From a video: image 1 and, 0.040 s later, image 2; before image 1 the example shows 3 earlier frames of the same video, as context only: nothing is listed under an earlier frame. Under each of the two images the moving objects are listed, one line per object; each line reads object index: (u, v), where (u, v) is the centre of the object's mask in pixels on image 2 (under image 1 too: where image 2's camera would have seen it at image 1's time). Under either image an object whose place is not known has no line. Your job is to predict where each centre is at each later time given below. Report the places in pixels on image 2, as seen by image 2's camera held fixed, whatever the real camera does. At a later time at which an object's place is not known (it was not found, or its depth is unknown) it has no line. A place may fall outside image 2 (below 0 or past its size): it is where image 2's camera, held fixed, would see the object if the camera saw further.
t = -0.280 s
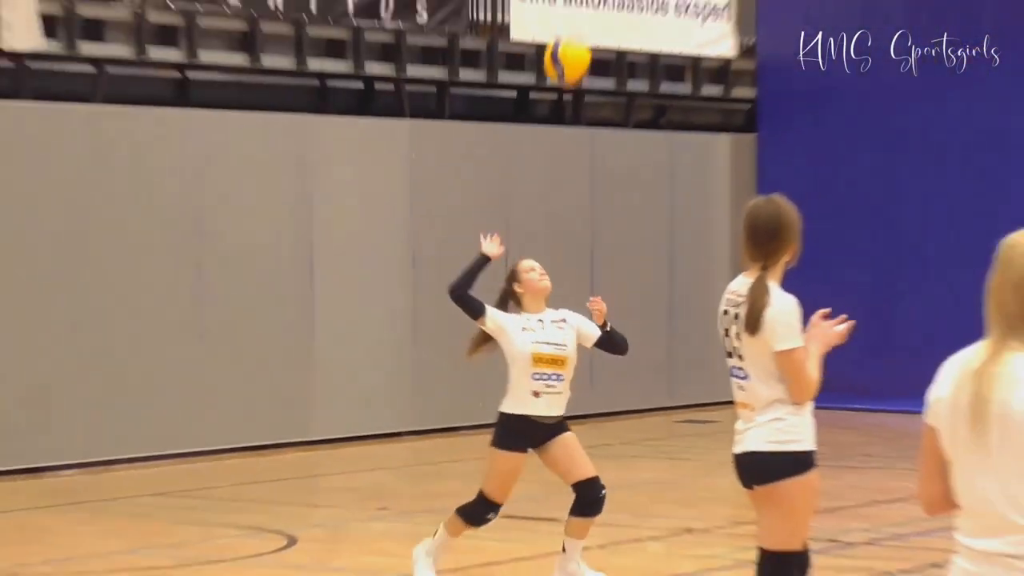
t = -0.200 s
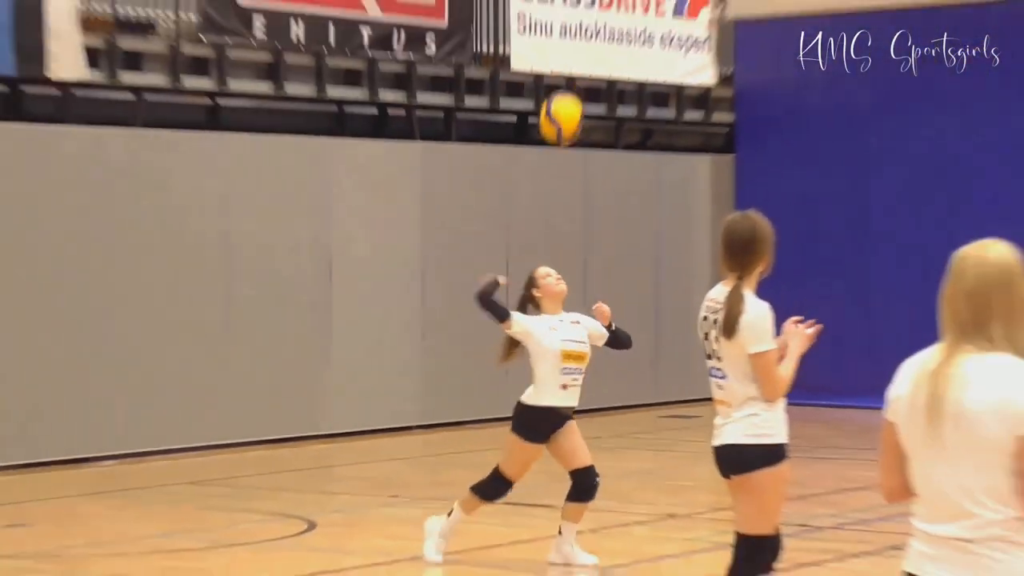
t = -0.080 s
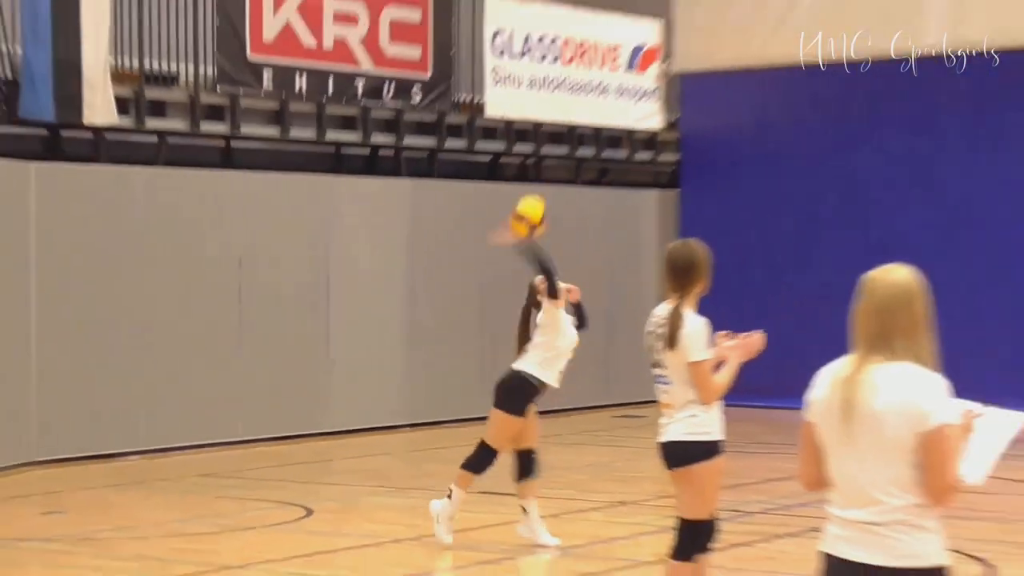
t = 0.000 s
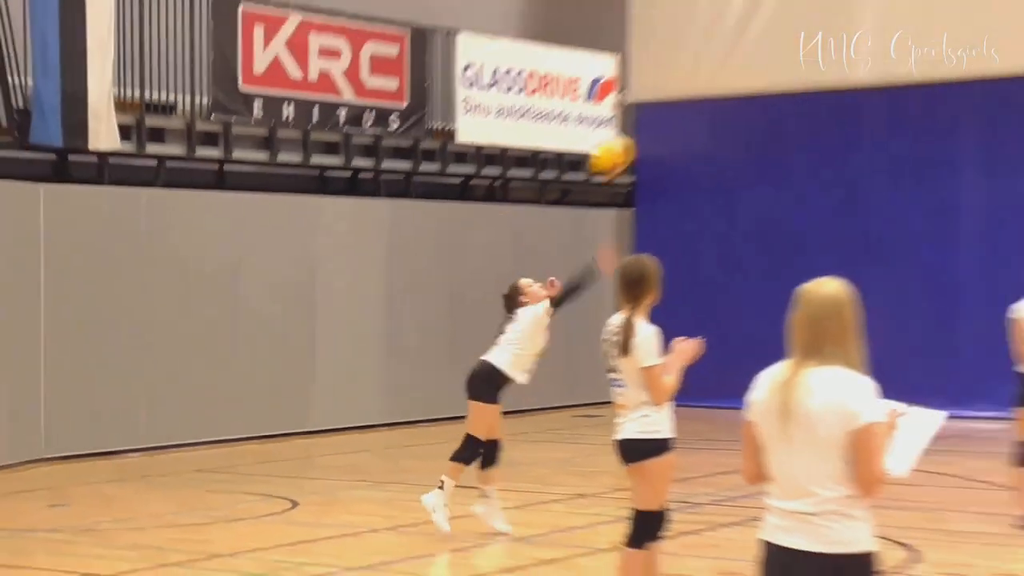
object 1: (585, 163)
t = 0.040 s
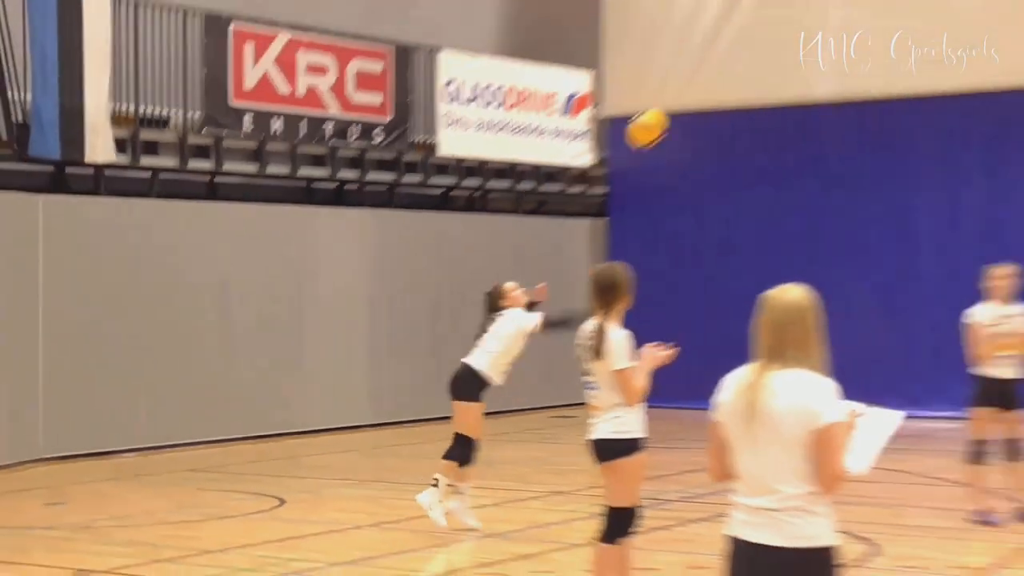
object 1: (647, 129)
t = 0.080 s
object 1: (711, 95)
